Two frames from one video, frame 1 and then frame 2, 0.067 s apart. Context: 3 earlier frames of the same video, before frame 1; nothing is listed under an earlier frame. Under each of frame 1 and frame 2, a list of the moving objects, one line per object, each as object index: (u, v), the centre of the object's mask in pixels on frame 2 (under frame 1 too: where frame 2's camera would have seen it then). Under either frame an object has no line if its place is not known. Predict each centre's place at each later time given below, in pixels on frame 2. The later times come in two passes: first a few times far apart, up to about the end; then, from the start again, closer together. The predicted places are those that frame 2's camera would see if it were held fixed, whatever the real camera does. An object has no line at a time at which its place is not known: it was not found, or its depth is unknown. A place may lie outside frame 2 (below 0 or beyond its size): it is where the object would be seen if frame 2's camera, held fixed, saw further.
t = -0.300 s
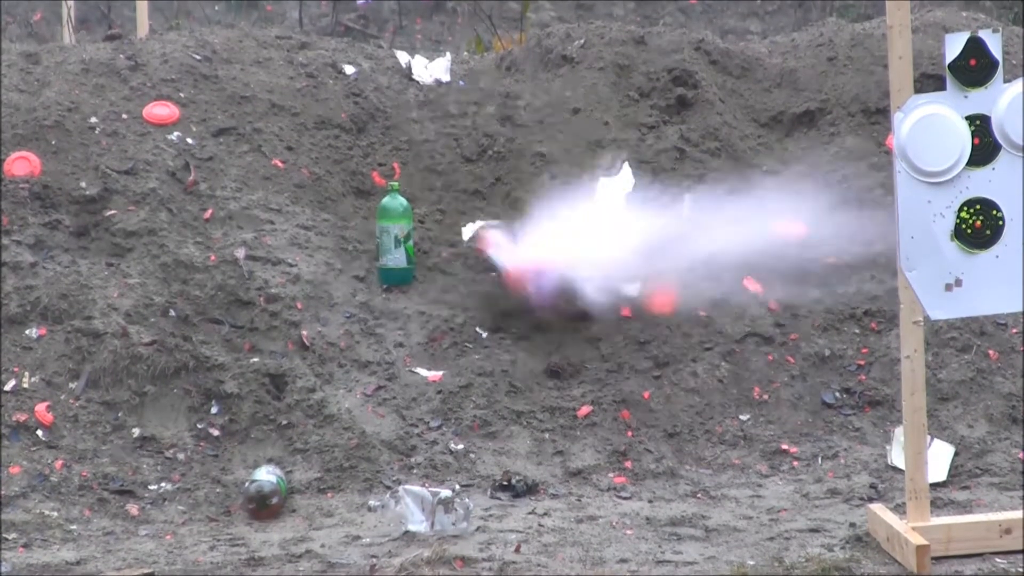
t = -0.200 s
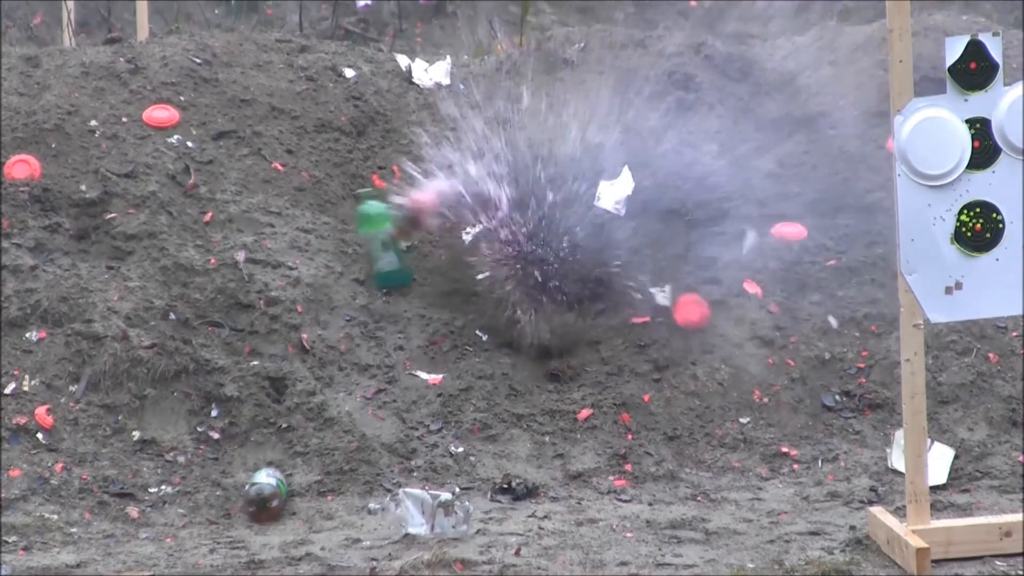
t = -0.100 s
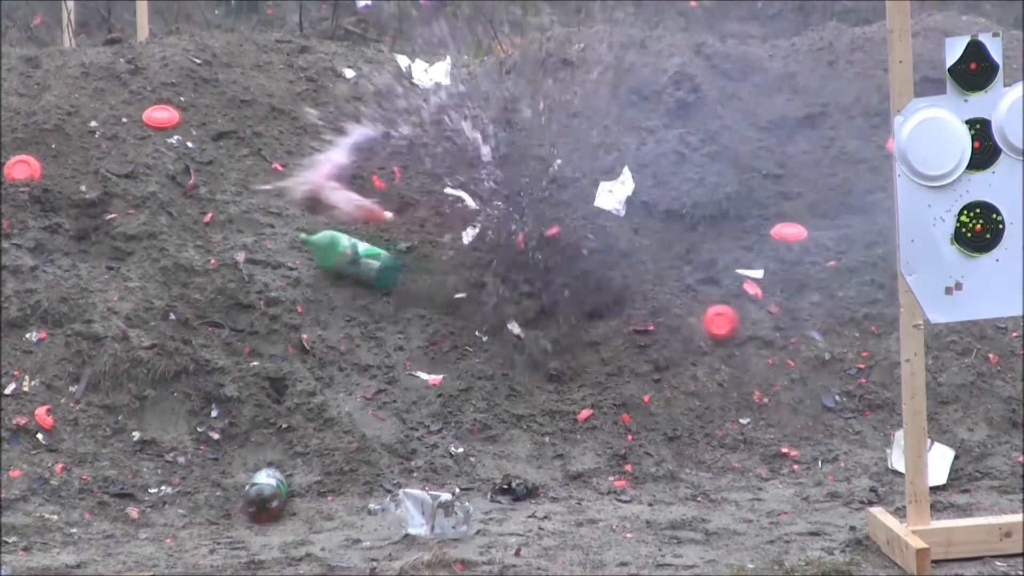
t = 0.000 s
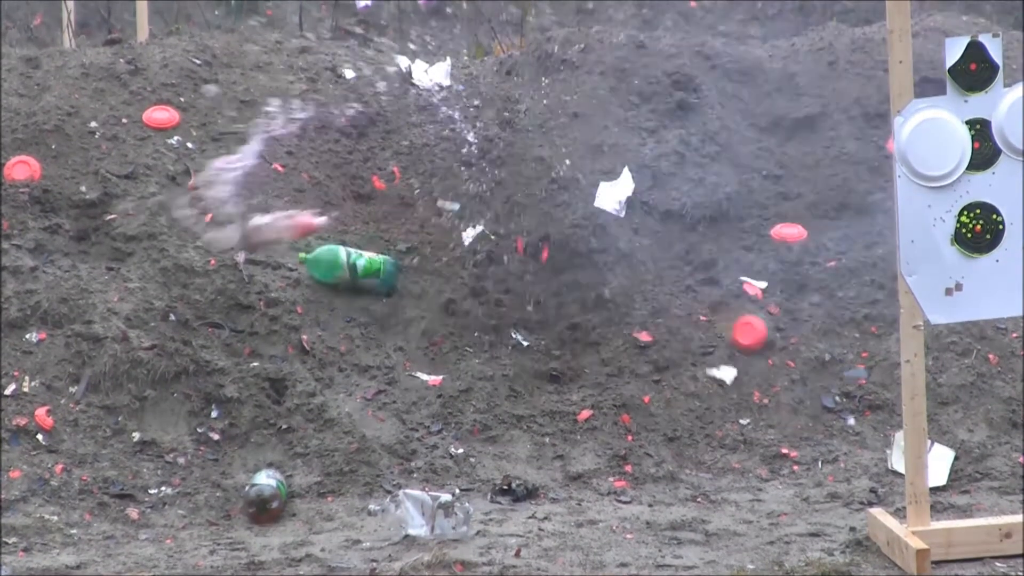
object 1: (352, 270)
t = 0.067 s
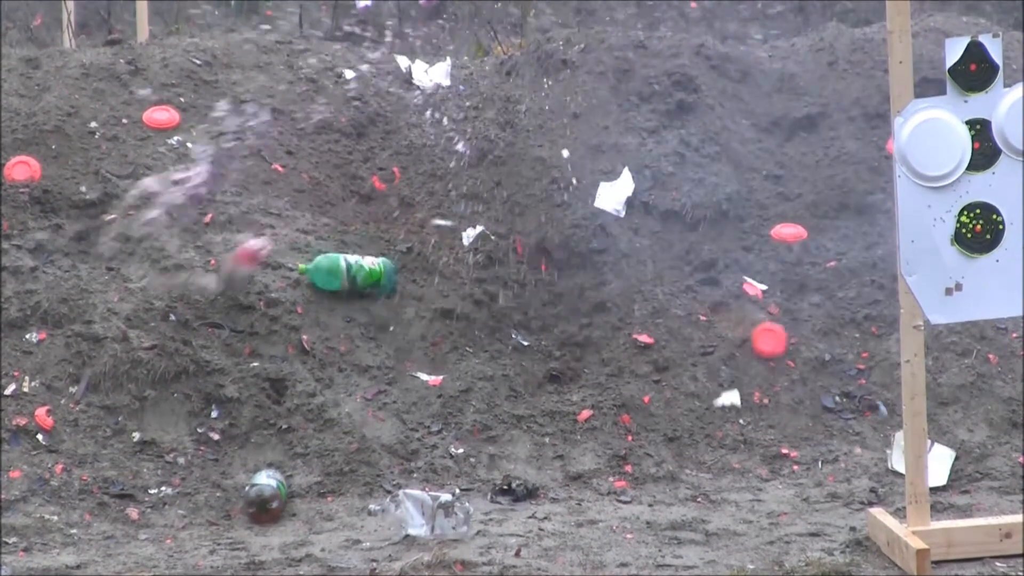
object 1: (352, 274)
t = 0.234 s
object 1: (358, 307)
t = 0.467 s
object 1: (370, 376)
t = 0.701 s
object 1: (355, 447)
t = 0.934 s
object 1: (335, 500)
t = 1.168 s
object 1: (299, 517)
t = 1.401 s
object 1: (268, 521)
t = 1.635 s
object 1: (265, 521)
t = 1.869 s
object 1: (271, 521)
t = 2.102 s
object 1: (276, 522)
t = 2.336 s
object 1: (281, 522)
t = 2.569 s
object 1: (282, 522)
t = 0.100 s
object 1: (353, 278)
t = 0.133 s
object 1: (353, 285)
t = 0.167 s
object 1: (354, 292)
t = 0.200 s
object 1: (356, 301)
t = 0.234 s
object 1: (358, 307)
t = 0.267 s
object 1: (360, 314)
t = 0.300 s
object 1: (364, 321)
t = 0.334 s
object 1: (366, 333)
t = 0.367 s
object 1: (367, 341)
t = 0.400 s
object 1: (367, 348)
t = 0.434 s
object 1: (367, 360)
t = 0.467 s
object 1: (370, 376)
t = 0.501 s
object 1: (370, 390)
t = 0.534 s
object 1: (366, 401)
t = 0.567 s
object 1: (363, 407)
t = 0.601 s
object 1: (359, 417)
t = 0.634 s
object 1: (355, 422)
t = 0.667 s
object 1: (355, 433)
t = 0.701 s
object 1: (355, 447)
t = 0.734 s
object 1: (350, 457)
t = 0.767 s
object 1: (346, 468)
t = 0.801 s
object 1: (345, 481)
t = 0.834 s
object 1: (343, 487)
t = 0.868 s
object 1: (341, 491)
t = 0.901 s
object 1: (339, 496)
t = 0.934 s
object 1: (335, 500)
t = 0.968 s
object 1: (331, 503)
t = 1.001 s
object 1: (328, 505)
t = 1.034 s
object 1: (324, 510)
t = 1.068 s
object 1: (317, 513)
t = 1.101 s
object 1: (311, 515)
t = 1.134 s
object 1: (304, 517)
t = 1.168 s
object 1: (299, 517)
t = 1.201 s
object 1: (295, 518)
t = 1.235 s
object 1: (290, 519)
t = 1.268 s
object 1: (286, 520)
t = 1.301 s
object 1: (279, 520)
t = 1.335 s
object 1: (274, 521)
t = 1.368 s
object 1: (270, 521)
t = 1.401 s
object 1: (268, 521)
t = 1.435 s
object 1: (266, 521)
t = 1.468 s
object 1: (264, 521)
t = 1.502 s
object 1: (264, 521)
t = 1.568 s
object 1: (264, 521)
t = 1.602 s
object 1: (265, 521)
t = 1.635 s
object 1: (265, 521)
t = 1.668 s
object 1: (265, 521)
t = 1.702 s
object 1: (265, 522)
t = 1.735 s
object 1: (265, 522)
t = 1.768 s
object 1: (267, 521)
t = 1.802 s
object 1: (268, 522)
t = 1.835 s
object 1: (270, 521)
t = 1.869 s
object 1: (271, 521)
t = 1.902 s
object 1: (272, 522)
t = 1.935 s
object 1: (272, 521)
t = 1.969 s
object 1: (272, 521)
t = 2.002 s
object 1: (273, 522)
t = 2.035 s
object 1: (274, 522)
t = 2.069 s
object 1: (275, 521)
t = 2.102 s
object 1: (276, 522)
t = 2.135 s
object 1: (277, 522)
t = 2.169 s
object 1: (280, 522)
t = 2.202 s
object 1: (280, 522)
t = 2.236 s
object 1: (281, 522)
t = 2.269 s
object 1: (281, 522)
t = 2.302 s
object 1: (281, 522)
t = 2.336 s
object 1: (281, 522)
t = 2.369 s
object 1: (282, 522)
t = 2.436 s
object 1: (283, 522)
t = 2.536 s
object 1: (283, 522)
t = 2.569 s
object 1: (282, 522)
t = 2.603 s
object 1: (282, 522)
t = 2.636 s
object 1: (282, 522)
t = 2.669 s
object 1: (282, 522)
